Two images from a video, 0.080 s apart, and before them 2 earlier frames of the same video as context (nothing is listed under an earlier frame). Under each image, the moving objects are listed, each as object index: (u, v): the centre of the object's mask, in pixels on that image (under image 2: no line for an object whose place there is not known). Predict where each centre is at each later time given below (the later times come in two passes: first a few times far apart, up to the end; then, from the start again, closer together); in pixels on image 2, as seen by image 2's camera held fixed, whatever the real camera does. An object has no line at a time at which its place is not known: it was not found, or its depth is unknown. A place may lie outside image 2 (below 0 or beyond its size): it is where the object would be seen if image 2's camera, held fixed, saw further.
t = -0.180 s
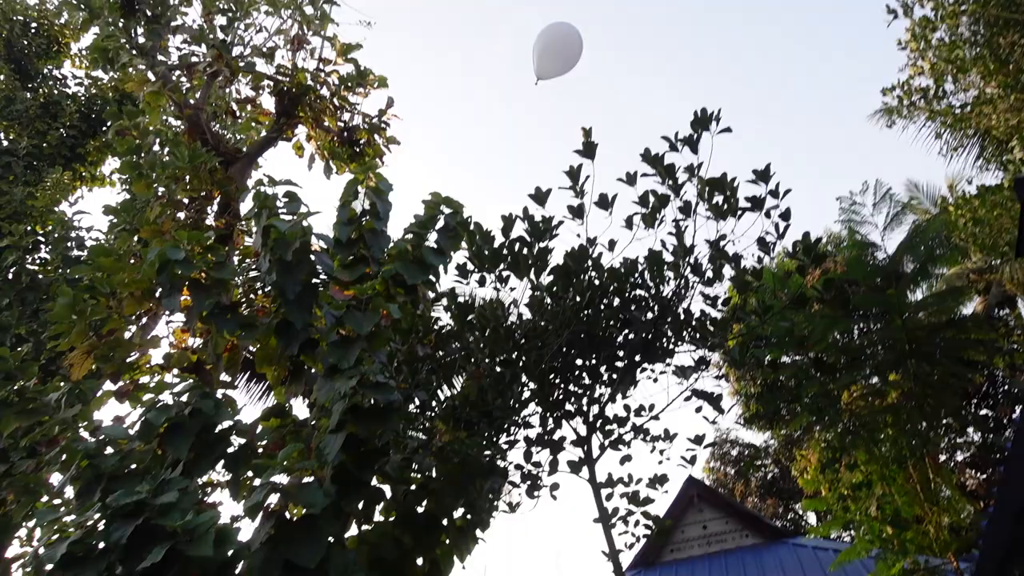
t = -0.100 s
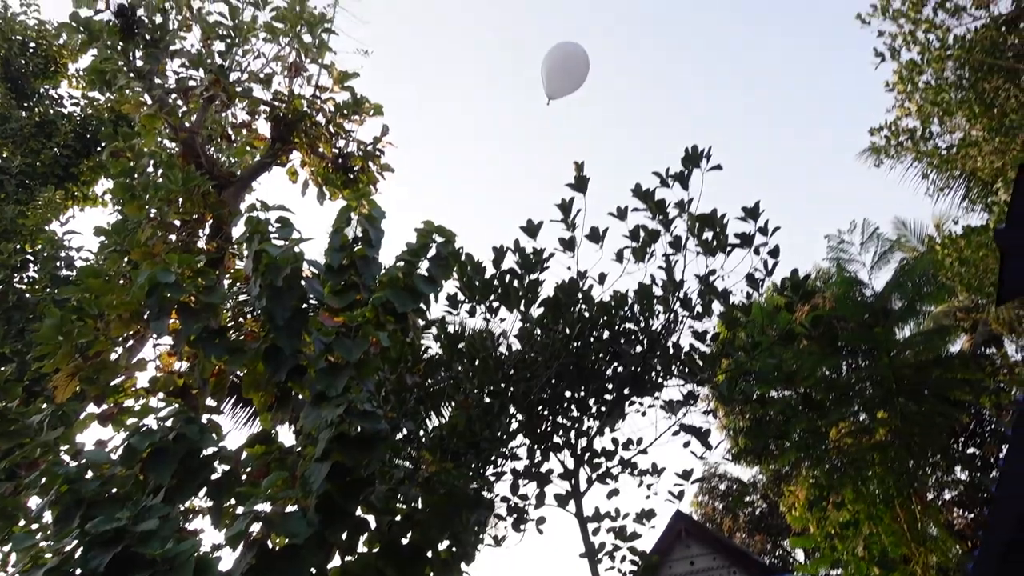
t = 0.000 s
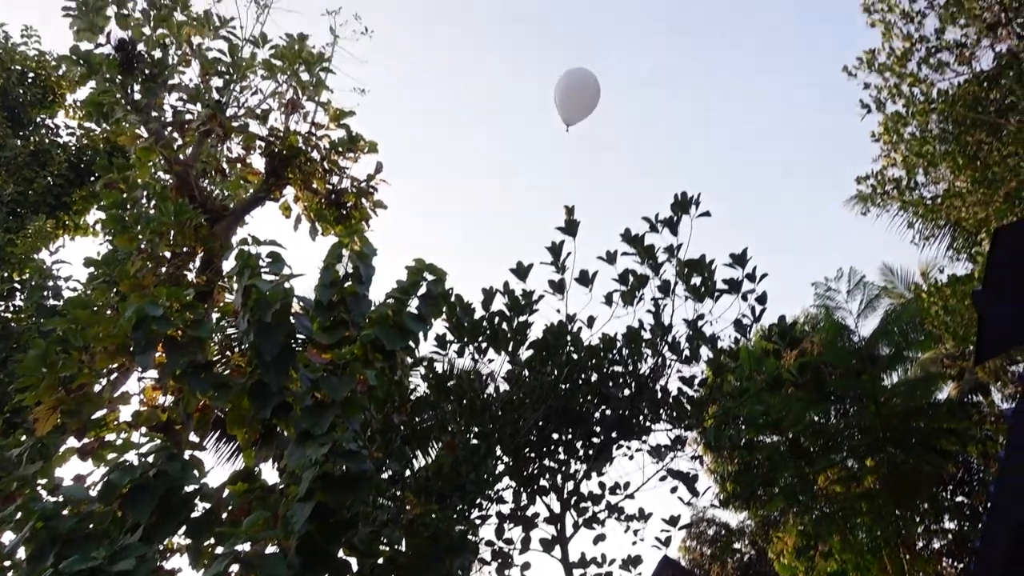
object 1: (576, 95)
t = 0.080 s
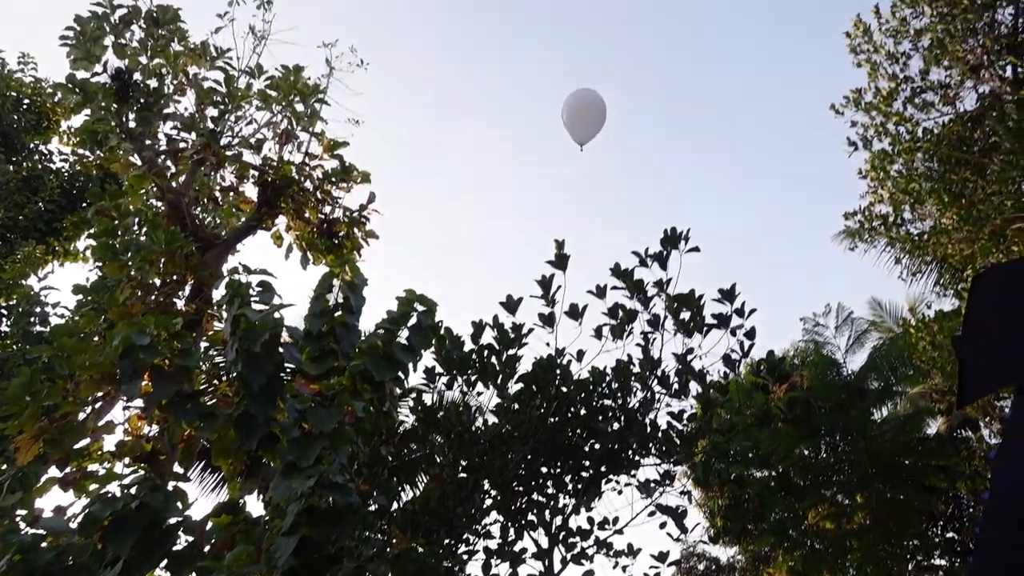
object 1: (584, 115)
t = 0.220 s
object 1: (609, 88)
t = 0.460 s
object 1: (642, 46)
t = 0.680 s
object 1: (665, 14)
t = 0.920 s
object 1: (679, -14)
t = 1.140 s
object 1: (702, -52)
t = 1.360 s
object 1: (739, -107)
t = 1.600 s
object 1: (777, -181)
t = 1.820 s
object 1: (799, -236)
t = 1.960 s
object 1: (817, -260)
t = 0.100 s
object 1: (587, 111)
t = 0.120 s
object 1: (591, 107)
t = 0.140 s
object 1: (595, 104)
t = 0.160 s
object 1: (599, 100)
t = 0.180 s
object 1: (602, 96)
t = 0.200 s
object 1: (605, 92)
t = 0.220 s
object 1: (609, 88)
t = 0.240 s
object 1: (612, 84)
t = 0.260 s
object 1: (615, 80)
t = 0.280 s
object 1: (618, 77)
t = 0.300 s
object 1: (621, 73)
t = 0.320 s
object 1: (623, 69)
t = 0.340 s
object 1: (626, 66)
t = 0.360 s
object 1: (629, 62)
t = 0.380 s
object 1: (632, 59)
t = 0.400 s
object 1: (634, 56)
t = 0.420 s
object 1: (637, 52)
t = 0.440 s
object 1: (640, 49)
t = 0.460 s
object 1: (642, 46)
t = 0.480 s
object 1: (645, 43)
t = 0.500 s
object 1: (647, 40)
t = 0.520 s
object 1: (650, 37)
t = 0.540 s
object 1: (652, 34)
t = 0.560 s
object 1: (654, 31)
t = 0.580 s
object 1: (656, 28)
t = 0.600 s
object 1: (658, 25)
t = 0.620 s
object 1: (660, 22)
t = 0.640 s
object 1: (662, 20)
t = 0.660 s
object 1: (664, 17)
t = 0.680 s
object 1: (665, 14)
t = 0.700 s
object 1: (666, 12)
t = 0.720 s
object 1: (668, 10)
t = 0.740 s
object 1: (669, 7)
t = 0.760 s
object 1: (670, 5)
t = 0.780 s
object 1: (671, 3)
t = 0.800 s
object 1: (671, 0)
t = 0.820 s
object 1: (672, -2)
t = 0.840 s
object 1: (673, -4)
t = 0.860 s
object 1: (675, -7)
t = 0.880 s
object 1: (676, -9)
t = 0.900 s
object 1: (677, -12)
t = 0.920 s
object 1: (679, -14)
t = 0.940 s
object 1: (680, -17)
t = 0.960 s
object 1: (682, -20)
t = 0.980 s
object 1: (684, -23)
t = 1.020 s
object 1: (688, -29)
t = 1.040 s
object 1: (690, -33)
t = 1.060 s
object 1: (693, -37)
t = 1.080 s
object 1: (695, -40)
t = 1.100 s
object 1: (697, -44)
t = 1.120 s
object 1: (699, -48)
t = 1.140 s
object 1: (702, -52)
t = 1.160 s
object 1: (705, -56)
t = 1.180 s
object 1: (709, -60)
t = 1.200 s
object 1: (712, -65)
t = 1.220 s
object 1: (715, -69)
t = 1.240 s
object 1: (719, -75)
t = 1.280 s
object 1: (726, -85)
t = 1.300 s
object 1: (728, -90)
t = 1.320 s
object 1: (732, -96)
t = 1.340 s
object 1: (735, -101)
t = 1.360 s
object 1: (739, -107)
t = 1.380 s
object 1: (742, -112)
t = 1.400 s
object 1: (745, -118)
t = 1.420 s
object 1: (749, -124)
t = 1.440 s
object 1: (752, -130)
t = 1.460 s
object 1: (756, -136)
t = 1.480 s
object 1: (759, -143)
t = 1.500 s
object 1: (762, -149)
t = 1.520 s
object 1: (765, -156)
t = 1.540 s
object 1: (768, -162)
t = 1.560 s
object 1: (771, -168)
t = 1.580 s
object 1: (774, -174)
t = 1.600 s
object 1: (777, -181)
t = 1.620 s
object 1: (779, -187)
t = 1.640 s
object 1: (782, -193)
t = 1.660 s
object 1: (784, -198)
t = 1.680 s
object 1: (786, -204)
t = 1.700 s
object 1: (788, -209)
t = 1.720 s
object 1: (789, -214)
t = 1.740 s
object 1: (790, -218)
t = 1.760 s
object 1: (792, -223)
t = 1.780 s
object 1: (793, -228)
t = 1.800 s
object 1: (796, -231)
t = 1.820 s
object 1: (799, -236)
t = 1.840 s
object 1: (801, -239)
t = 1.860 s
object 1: (803, -243)
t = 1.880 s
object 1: (806, -247)
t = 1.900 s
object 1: (808, -250)
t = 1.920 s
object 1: (811, -255)
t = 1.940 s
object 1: (814, -258)
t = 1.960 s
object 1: (817, -260)
